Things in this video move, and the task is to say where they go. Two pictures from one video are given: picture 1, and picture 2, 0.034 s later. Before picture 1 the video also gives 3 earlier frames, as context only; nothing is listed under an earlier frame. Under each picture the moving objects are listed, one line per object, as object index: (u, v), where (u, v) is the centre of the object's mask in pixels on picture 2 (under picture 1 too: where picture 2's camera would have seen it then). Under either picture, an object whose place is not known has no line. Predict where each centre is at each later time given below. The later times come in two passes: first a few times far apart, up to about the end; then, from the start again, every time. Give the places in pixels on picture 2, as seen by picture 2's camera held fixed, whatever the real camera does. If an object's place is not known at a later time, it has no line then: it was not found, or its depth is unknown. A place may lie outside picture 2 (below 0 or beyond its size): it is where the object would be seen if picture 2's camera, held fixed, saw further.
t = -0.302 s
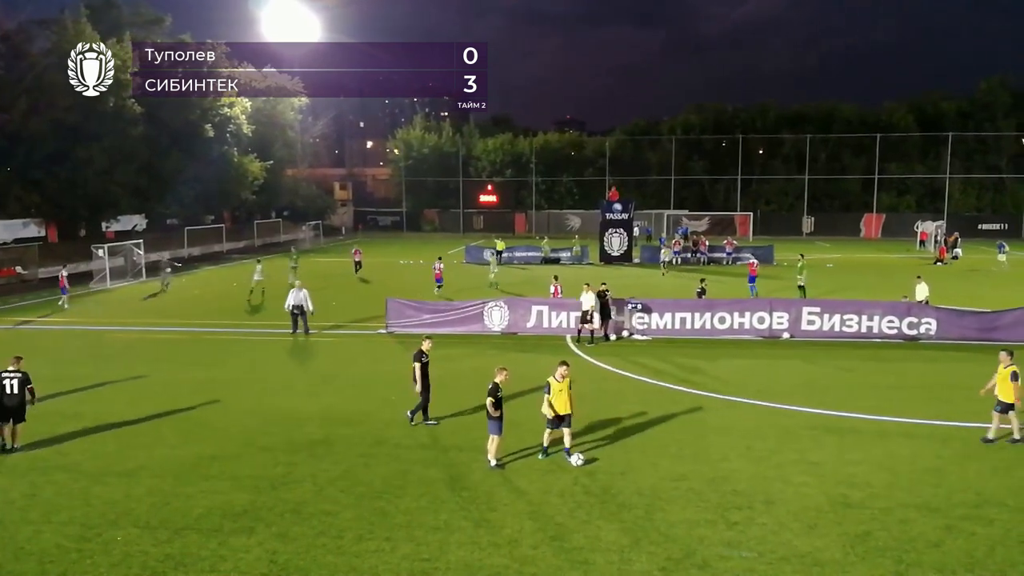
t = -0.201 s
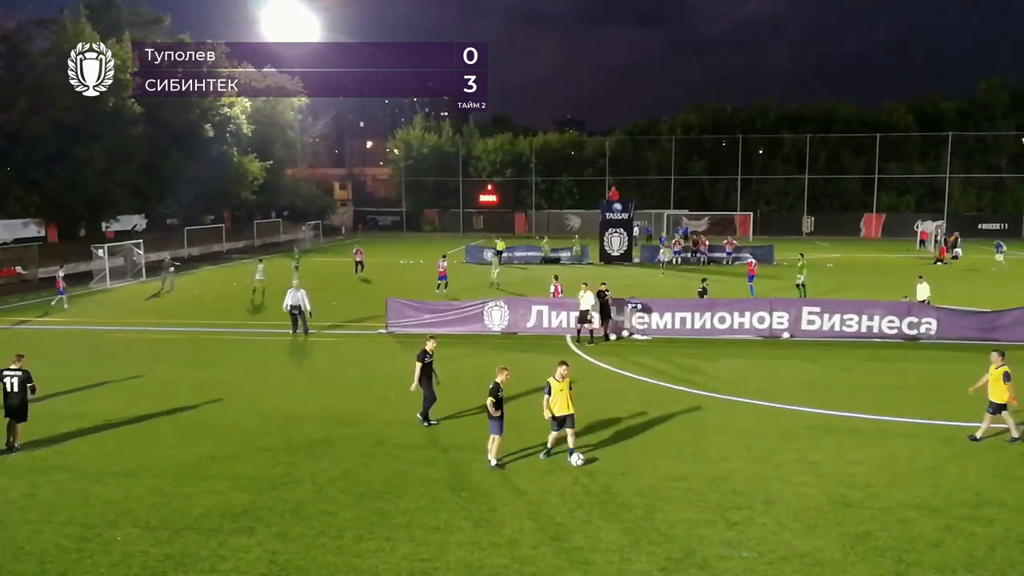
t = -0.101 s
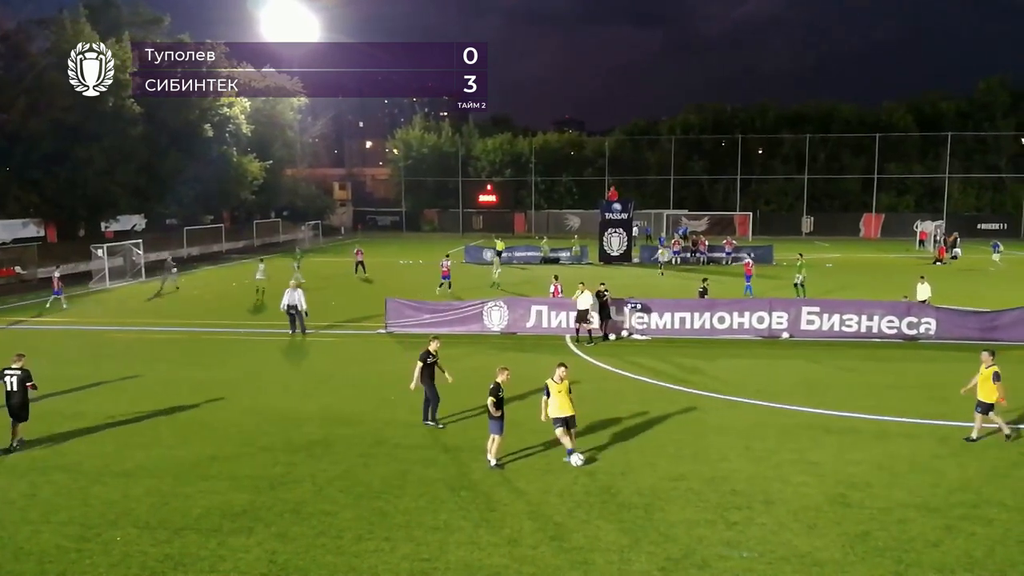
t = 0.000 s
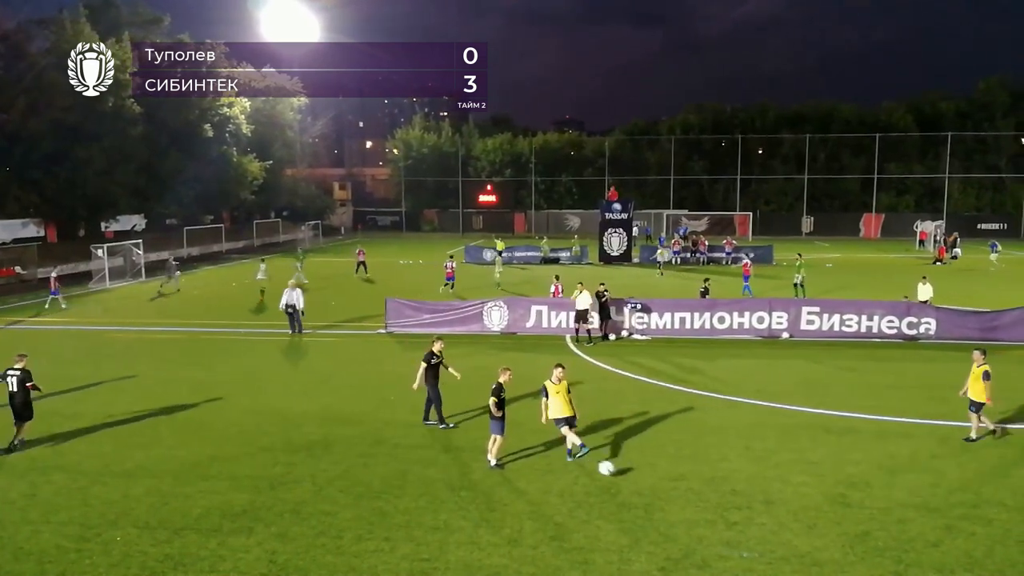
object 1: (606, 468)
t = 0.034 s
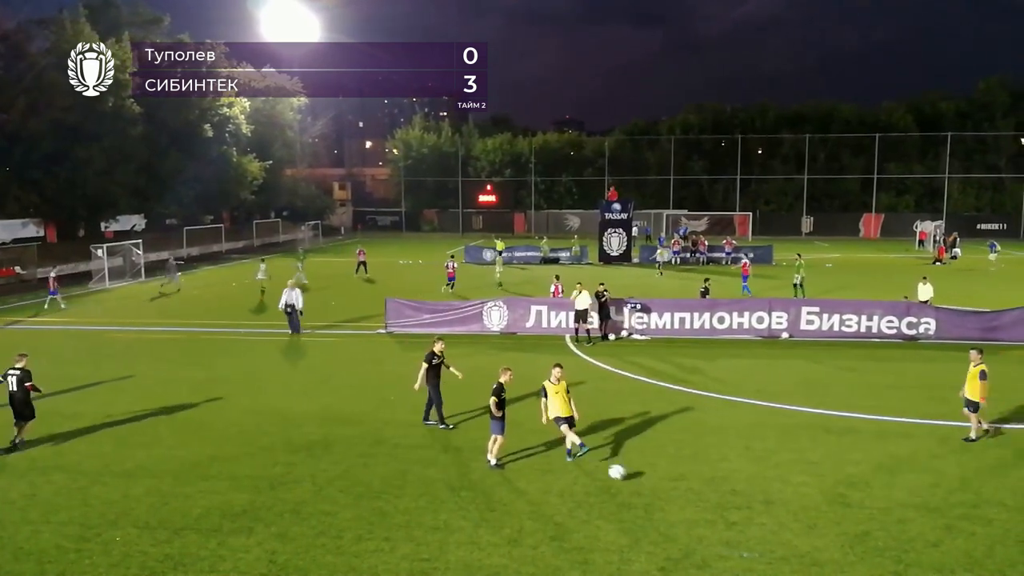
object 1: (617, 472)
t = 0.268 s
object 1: (691, 504)
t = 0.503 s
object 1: (768, 535)
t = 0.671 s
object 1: (828, 560)
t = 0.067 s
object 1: (627, 476)
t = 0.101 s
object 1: (638, 482)
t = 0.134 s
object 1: (650, 488)
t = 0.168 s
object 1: (660, 492)
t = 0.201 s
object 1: (670, 495)
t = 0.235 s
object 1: (681, 500)
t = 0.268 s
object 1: (691, 504)
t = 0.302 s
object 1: (702, 509)
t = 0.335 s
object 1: (713, 513)
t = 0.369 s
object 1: (723, 517)
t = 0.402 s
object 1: (734, 521)
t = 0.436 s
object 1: (745, 526)
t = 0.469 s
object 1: (756, 531)
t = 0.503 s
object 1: (768, 535)
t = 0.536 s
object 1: (779, 539)
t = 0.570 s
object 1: (791, 545)
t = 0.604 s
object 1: (804, 550)
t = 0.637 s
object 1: (816, 554)
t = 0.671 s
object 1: (828, 560)
